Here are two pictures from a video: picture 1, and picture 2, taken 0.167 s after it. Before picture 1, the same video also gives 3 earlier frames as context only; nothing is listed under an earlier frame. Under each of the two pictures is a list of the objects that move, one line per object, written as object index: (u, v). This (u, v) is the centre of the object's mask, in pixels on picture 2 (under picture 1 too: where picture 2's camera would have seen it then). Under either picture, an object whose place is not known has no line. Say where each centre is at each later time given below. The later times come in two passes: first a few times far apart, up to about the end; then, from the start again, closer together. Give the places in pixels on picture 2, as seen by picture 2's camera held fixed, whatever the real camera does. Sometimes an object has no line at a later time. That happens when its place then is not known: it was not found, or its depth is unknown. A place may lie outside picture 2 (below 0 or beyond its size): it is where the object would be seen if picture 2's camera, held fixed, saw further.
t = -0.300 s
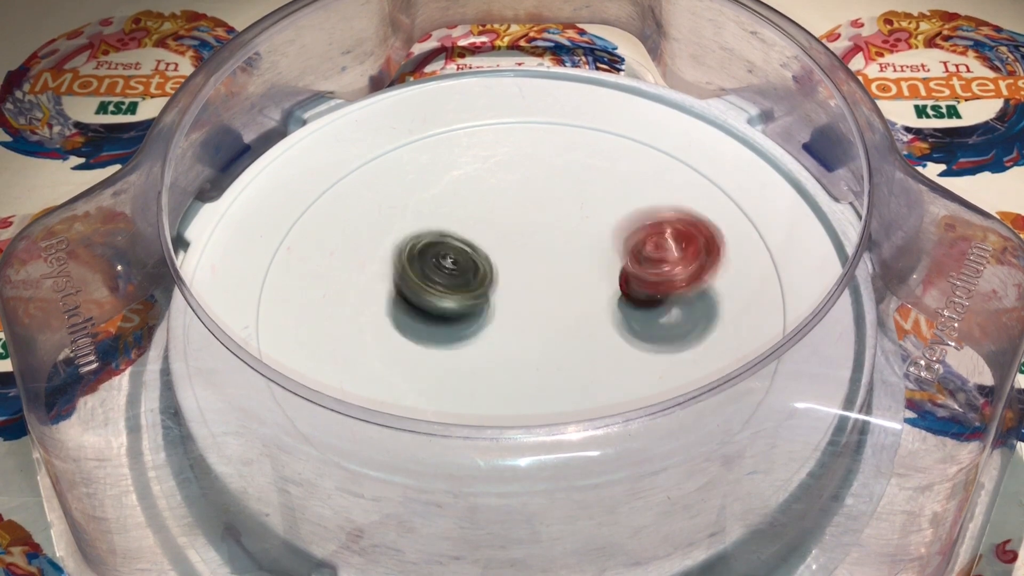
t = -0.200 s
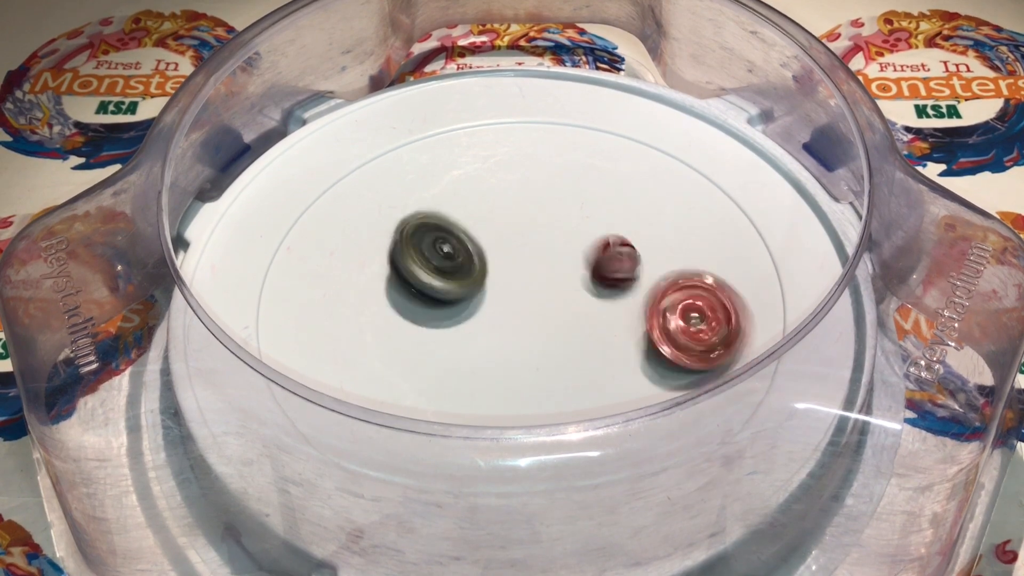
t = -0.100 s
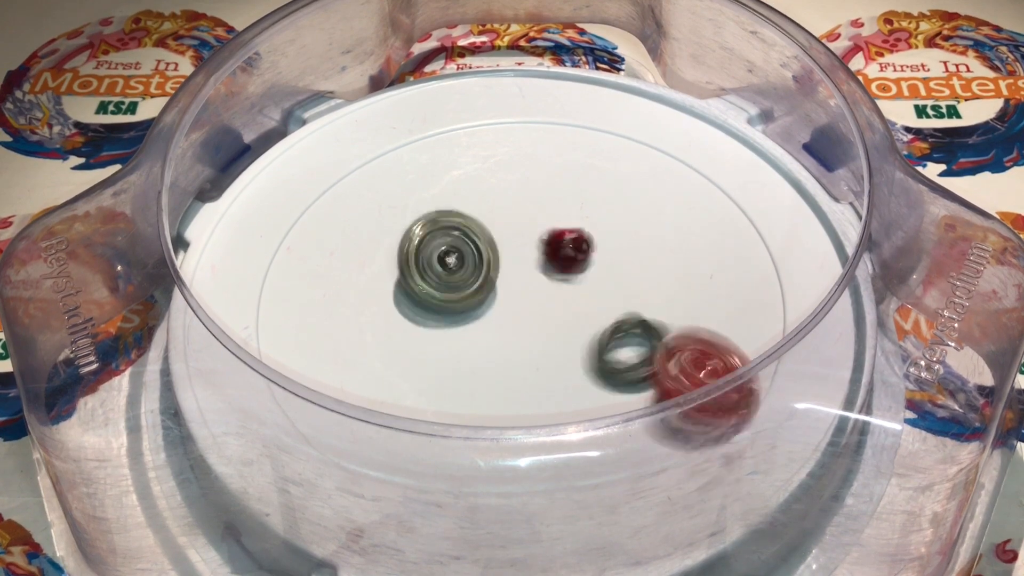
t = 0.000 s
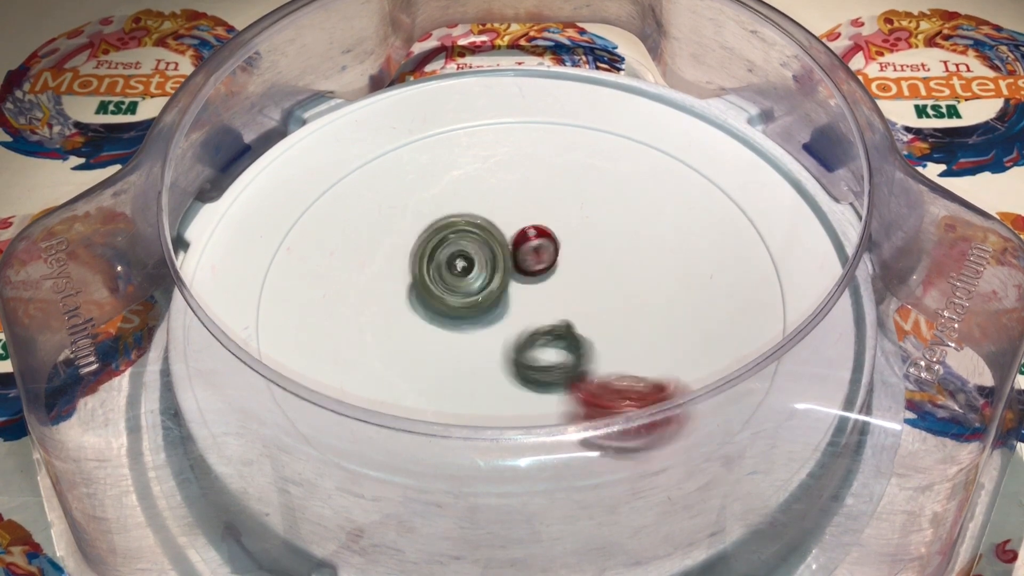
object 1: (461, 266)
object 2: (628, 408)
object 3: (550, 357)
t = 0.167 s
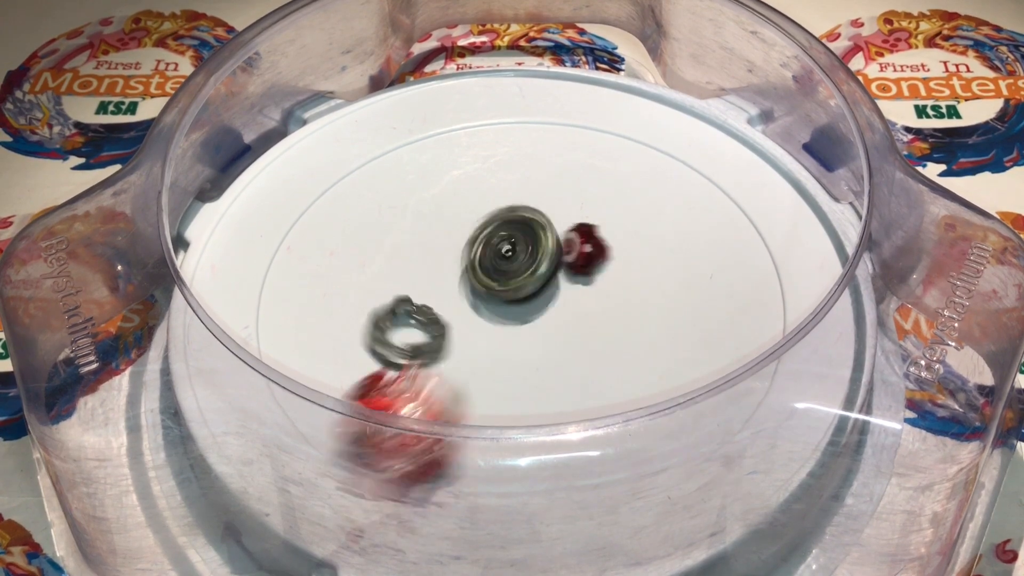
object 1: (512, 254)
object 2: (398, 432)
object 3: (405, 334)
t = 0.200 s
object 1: (516, 254)
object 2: (355, 462)
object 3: (393, 332)
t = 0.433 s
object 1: (497, 274)
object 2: (307, 444)
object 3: (394, 324)
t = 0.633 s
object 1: (475, 293)
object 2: (395, 389)
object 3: (395, 324)
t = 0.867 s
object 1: (496, 294)
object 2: (416, 387)
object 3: (400, 320)
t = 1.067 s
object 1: (511, 302)
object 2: (416, 386)
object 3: (400, 320)
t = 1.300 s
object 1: (506, 298)
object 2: (416, 386)
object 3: (400, 320)
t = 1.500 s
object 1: (508, 299)
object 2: (417, 386)
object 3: (400, 319)
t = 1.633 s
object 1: (510, 301)
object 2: (417, 386)
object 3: (400, 320)
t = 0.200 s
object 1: (516, 254)
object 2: (355, 462)
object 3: (393, 332)
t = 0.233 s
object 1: (517, 256)
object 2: (322, 474)
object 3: (388, 327)
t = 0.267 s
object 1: (513, 259)
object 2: (302, 469)
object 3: (388, 325)
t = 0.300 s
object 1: (510, 263)
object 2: (292, 467)
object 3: (390, 325)
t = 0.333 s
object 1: (507, 265)
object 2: (290, 462)
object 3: (392, 324)
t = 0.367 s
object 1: (504, 268)
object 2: (293, 454)
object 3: (393, 325)
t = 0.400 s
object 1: (501, 271)
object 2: (300, 449)
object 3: (394, 324)
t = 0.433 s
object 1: (497, 274)
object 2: (307, 444)
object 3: (394, 324)
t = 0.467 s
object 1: (493, 277)
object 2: (314, 441)
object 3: (394, 324)
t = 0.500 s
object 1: (487, 279)
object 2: (326, 434)
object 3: (395, 324)
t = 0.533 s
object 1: (483, 283)
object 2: (346, 423)
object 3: (396, 324)
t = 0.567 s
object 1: (478, 287)
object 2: (362, 407)
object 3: (396, 324)
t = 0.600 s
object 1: (474, 290)
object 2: (376, 403)
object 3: (395, 325)
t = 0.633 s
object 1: (475, 293)
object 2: (395, 389)
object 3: (395, 324)
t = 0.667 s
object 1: (476, 295)
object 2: (405, 388)
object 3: (395, 322)
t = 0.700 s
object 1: (478, 294)
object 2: (412, 388)
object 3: (398, 321)
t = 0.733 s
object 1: (481, 293)
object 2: (415, 387)
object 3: (399, 320)
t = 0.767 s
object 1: (484, 293)
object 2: (416, 387)
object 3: (399, 320)
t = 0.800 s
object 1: (488, 293)
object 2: (416, 387)
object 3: (400, 320)
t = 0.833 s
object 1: (493, 294)
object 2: (416, 387)
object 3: (400, 320)
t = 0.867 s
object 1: (496, 294)
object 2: (416, 387)
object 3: (400, 320)
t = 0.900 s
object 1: (499, 295)
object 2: (416, 387)
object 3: (400, 320)
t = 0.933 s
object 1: (501, 296)
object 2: (416, 387)
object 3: (400, 320)
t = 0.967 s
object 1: (504, 297)
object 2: (416, 386)
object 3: (400, 320)
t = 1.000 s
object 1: (508, 299)
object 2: (417, 387)
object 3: (400, 320)
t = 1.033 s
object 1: (510, 300)
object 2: (416, 386)
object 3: (400, 320)
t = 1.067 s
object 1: (511, 302)
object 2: (416, 386)
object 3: (400, 320)
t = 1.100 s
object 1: (512, 304)
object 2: (416, 386)
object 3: (400, 320)
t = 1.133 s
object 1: (512, 304)
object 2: (417, 387)
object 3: (400, 320)
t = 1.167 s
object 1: (512, 303)
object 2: (416, 386)
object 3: (400, 320)
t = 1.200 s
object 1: (511, 302)
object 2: (416, 386)
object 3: (400, 320)
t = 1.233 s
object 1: (510, 300)
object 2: (417, 386)
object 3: (399, 320)
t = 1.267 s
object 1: (508, 299)
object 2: (417, 386)
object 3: (400, 320)
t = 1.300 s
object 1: (506, 298)
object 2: (416, 386)
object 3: (400, 320)
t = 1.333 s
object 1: (505, 297)
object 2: (416, 386)
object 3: (400, 320)
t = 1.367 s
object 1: (505, 297)
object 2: (417, 386)
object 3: (400, 320)
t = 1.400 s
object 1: (505, 297)
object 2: (416, 386)
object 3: (400, 320)
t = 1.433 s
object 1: (506, 298)
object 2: (417, 386)
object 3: (400, 320)
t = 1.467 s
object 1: (507, 298)
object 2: (417, 386)
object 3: (400, 320)
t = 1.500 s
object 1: (508, 299)
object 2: (417, 386)
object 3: (400, 319)
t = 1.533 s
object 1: (510, 301)
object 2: (417, 386)
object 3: (400, 320)
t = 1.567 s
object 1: (511, 302)
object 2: (417, 386)
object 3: (400, 319)
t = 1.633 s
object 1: (510, 301)
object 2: (417, 386)
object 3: (400, 320)
